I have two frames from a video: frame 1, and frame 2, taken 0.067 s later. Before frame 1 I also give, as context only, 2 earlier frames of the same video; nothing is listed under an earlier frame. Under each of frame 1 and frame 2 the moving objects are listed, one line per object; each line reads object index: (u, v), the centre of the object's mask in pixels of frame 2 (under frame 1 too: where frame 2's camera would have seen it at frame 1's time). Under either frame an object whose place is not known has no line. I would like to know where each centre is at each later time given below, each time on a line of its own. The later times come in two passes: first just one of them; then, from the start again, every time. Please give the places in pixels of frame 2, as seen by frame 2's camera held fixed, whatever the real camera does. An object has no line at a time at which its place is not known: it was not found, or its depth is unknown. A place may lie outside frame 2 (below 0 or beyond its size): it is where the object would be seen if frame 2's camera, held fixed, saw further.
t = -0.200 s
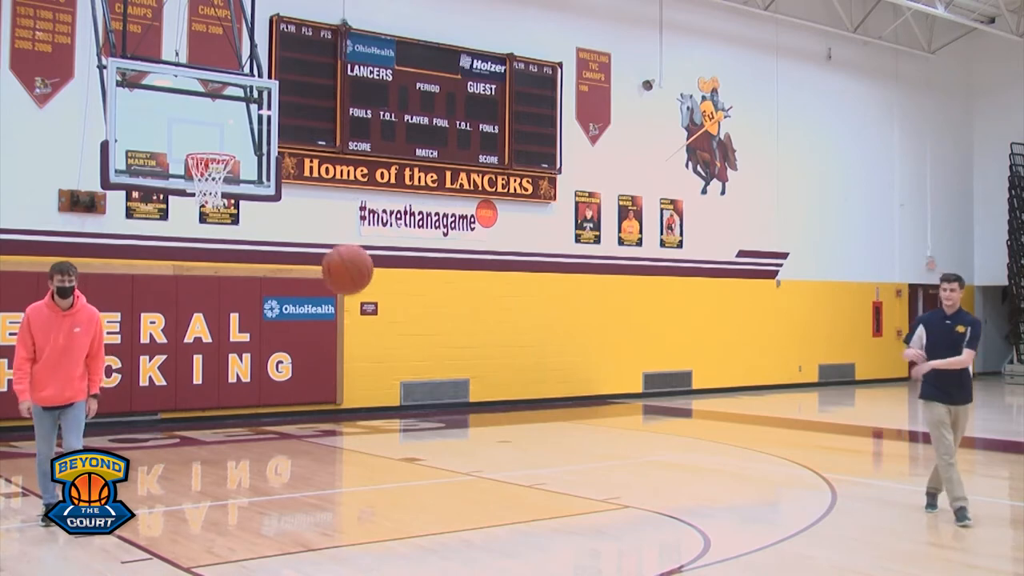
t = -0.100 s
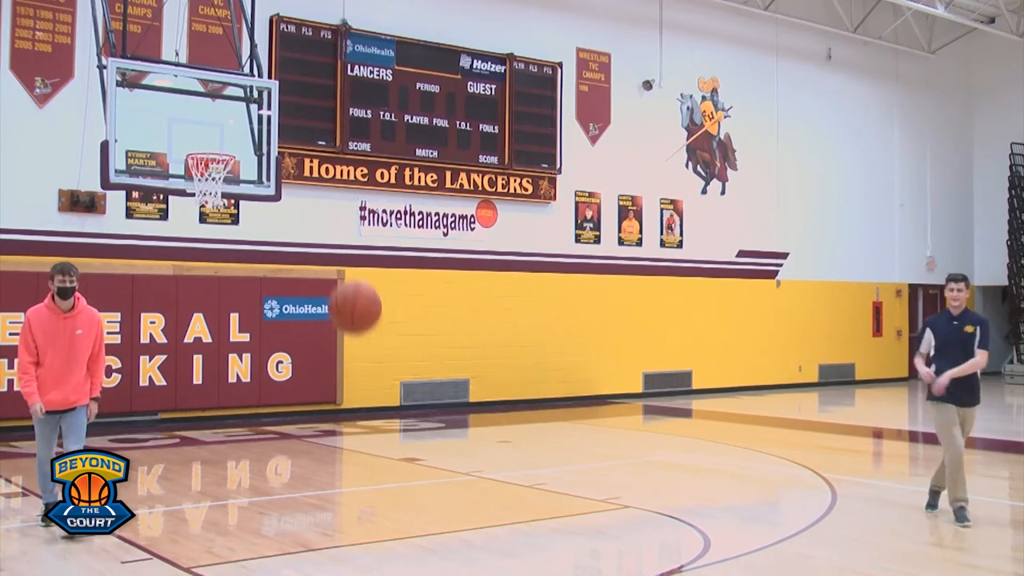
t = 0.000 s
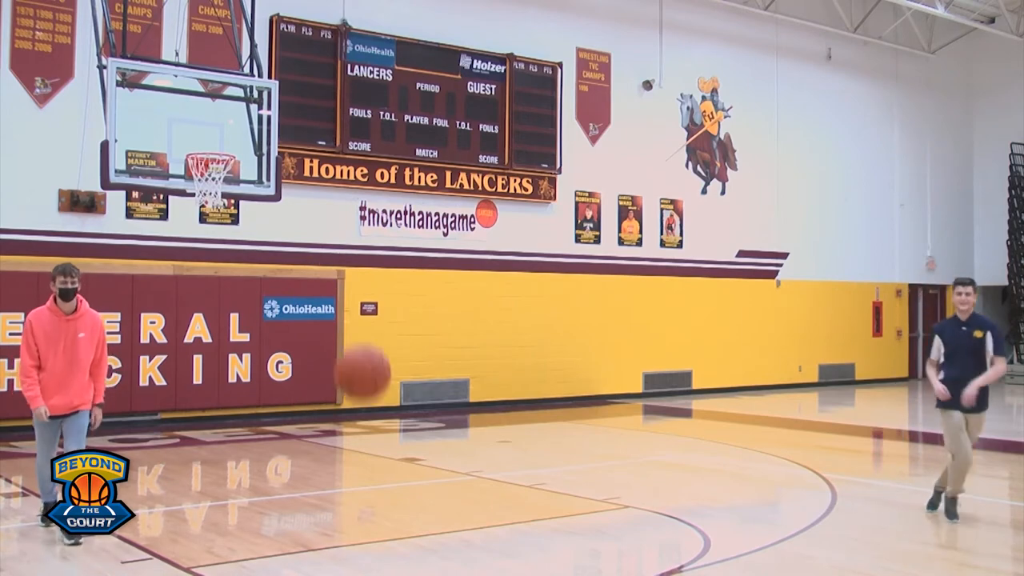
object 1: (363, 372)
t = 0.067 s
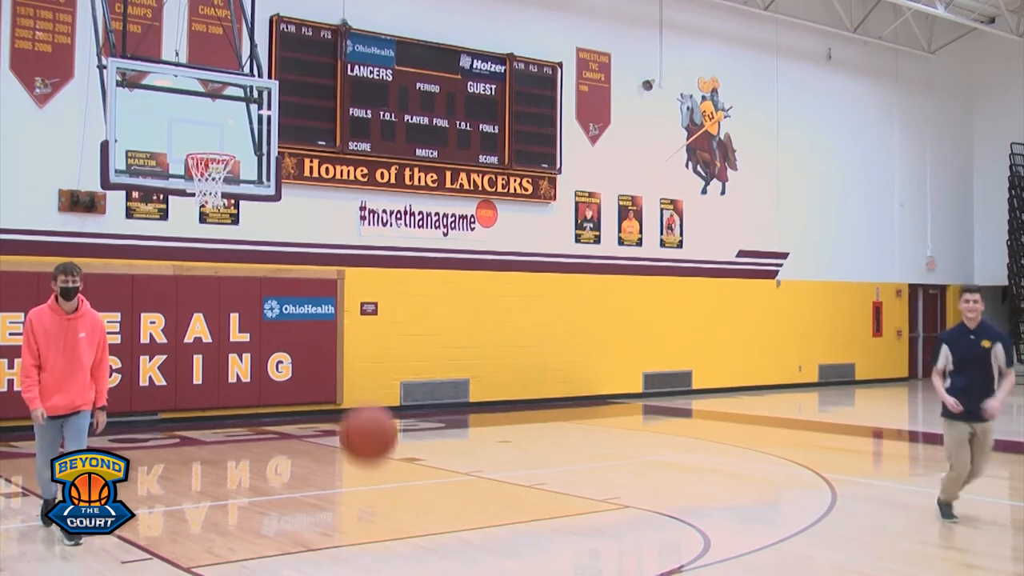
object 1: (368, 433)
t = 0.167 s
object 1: (376, 552)
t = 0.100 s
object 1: (371, 470)
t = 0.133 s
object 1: (374, 511)
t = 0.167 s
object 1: (376, 552)
